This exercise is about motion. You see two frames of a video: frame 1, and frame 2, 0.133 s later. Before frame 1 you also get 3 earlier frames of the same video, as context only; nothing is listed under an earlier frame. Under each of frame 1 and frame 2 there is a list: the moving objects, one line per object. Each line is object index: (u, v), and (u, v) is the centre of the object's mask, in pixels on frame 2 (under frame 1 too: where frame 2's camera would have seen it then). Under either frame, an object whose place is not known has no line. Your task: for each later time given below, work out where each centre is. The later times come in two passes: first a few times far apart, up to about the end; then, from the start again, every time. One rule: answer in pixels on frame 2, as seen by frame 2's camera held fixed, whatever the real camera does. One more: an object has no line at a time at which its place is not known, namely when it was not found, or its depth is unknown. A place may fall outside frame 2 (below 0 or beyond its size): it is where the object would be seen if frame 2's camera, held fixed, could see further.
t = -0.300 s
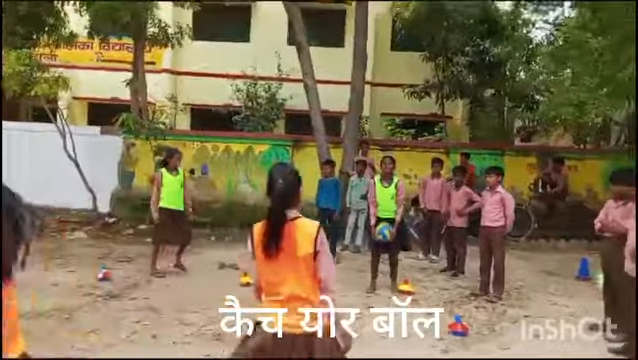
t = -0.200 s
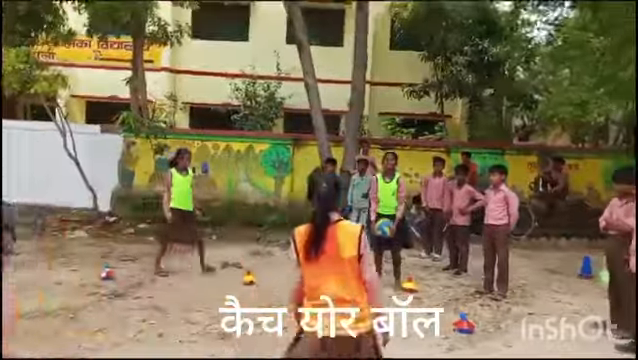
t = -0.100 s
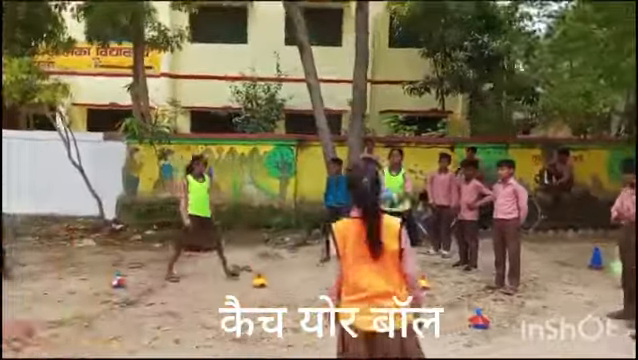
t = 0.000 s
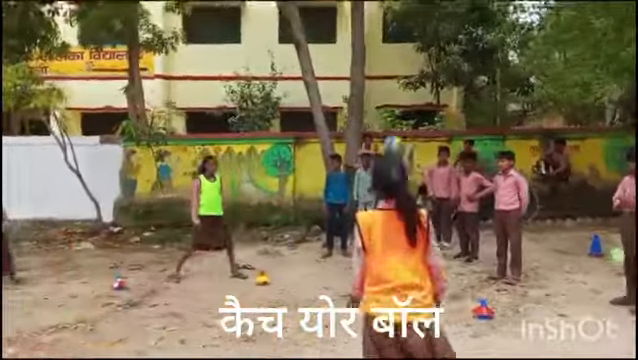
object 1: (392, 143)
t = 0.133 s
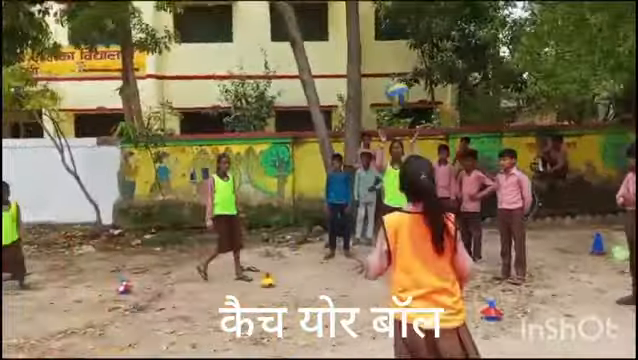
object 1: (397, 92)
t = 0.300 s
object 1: (406, 46)
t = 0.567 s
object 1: (426, 32)
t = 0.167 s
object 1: (397, 82)
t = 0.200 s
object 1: (399, 73)
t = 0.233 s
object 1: (401, 62)
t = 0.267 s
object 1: (403, 55)
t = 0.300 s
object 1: (406, 46)
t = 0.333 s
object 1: (407, 41)
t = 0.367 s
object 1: (409, 36)
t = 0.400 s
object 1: (412, 31)
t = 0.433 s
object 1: (415, 29)
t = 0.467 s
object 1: (417, 30)
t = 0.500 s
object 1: (419, 29)
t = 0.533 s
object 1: (423, 29)
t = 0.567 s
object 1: (426, 32)
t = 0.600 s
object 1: (430, 39)
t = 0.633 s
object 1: (434, 46)
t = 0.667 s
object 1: (438, 58)
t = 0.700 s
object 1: (442, 71)
